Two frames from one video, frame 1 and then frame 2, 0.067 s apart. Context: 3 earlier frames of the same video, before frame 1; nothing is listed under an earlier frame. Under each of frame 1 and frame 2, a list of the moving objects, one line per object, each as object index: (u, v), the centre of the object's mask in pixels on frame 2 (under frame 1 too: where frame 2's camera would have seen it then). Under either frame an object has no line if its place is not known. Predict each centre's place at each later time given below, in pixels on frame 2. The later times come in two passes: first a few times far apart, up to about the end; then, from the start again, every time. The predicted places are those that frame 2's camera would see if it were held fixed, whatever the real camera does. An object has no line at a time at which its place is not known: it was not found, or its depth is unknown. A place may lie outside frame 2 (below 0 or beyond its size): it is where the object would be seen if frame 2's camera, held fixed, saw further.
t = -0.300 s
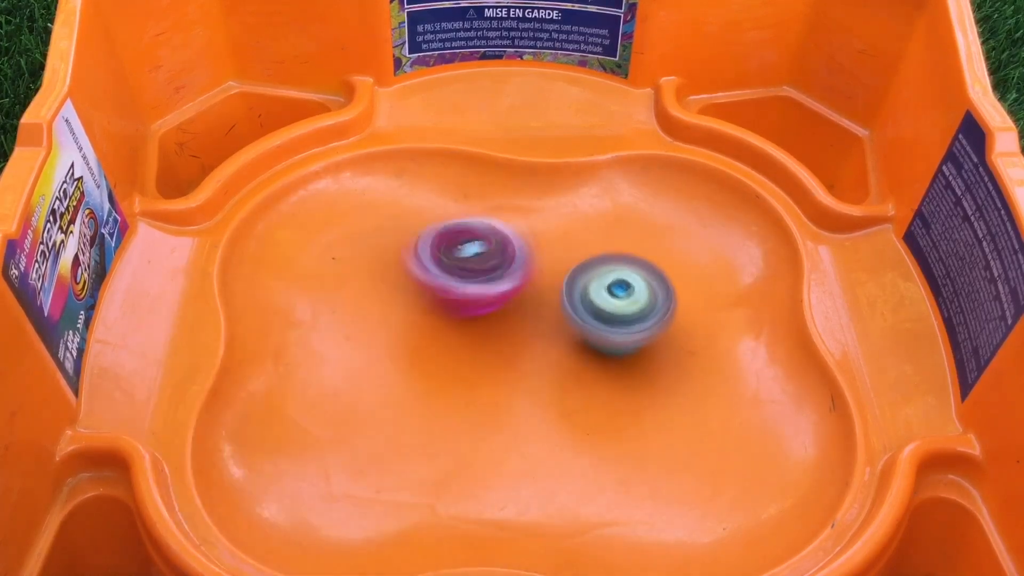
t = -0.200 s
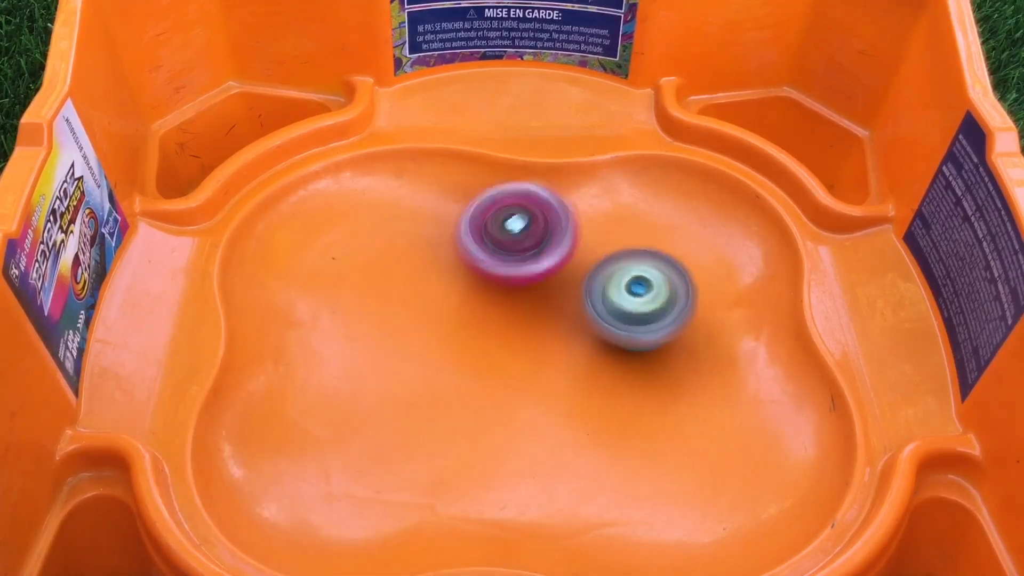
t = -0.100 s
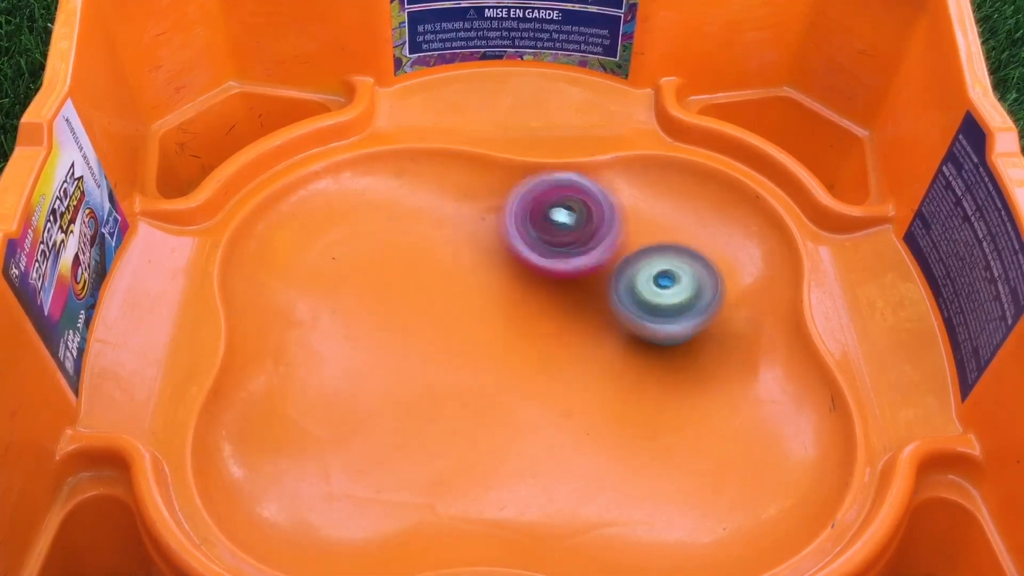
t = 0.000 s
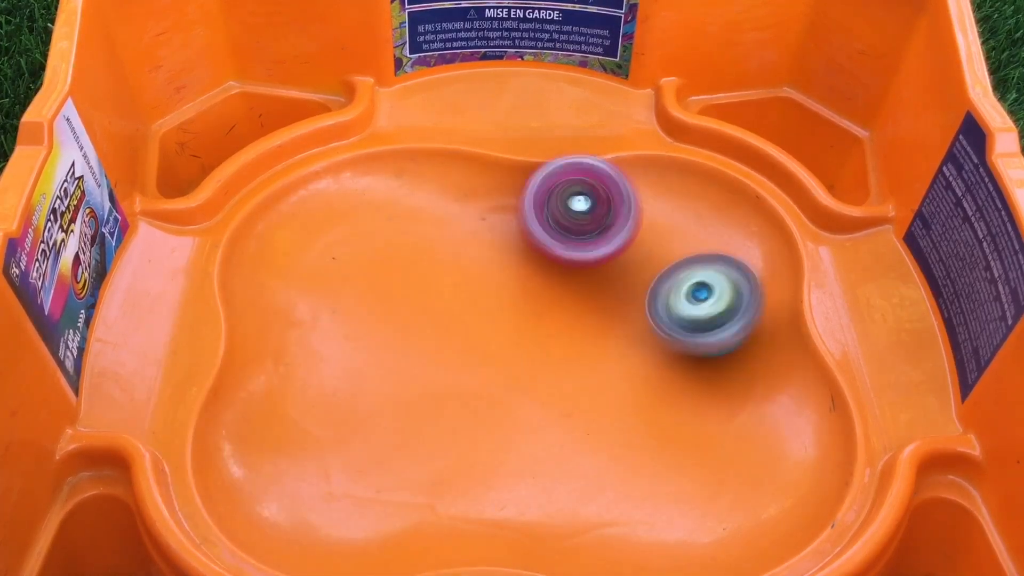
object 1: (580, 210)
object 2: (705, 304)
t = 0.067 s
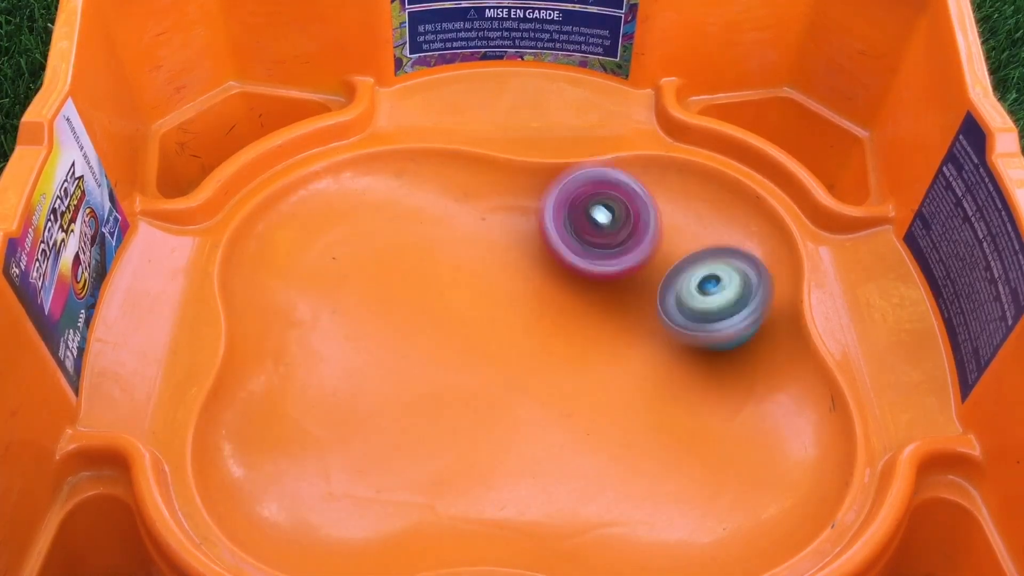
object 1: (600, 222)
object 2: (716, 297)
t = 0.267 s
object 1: (513, 274)
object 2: (701, 323)
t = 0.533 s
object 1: (311, 361)
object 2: (495, 489)
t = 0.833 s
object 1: (357, 340)
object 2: (477, 440)
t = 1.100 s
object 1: (426, 289)
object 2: (491, 383)
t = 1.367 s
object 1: (531, 235)
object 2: (535, 357)
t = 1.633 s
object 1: (643, 258)
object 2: (542, 353)
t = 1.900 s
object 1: (658, 323)
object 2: (512, 377)
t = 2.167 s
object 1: (661, 346)
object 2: (394, 381)
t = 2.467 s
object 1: (512, 363)
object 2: (355, 374)
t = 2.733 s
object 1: (502, 352)
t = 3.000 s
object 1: (550, 330)
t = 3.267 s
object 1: (599, 307)
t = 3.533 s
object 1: (594, 298)
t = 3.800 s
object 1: (553, 270)
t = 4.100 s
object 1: (491, 262)
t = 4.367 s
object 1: (402, 281)
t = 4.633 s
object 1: (362, 328)
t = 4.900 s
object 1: (480, 383)
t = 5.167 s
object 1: (625, 382)
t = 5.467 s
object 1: (680, 355)
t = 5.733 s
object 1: (558, 352)
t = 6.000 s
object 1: (449, 302)
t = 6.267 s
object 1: (397, 256)
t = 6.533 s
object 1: (420, 272)
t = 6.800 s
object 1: (501, 332)
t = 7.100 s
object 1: (548, 382)
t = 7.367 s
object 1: (494, 368)
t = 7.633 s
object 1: (392, 334)
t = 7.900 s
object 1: (337, 303)
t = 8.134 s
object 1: (374, 276)
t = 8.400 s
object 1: (502, 258)
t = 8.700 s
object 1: (635, 276)
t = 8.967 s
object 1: (684, 296)
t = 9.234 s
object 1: (646, 307)
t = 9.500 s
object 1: (567, 353)
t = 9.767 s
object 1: (505, 424)
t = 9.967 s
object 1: (469, 442)
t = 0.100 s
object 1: (606, 233)
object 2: (713, 294)
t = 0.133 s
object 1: (599, 241)
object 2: (718, 297)
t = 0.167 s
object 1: (575, 242)
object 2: (726, 305)
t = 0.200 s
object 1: (554, 250)
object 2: (722, 309)
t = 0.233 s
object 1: (535, 261)
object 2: (715, 313)
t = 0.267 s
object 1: (513, 274)
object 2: (701, 323)
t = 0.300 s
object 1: (488, 290)
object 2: (683, 335)
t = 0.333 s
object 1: (460, 306)
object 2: (657, 351)
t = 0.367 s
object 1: (431, 321)
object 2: (627, 374)
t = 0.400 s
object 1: (401, 333)
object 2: (596, 399)
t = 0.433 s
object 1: (373, 345)
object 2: (566, 426)
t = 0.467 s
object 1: (345, 355)
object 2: (537, 456)
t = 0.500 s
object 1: (324, 359)
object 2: (513, 477)
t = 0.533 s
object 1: (311, 361)
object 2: (495, 489)
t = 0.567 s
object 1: (305, 362)
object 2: (484, 493)
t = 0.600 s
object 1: (308, 361)
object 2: (477, 491)
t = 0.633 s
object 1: (318, 360)
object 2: (474, 485)
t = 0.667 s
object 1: (333, 363)
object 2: (470, 475)
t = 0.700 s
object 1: (352, 370)
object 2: (463, 463)
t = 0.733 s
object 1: (362, 370)
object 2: (462, 455)
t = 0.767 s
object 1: (355, 355)
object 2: (475, 453)
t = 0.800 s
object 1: (353, 345)
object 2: (479, 449)
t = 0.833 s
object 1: (357, 340)
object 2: (477, 440)
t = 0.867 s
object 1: (364, 337)
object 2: (475, 431)
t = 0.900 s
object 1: (375, 334)
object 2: (470, 420)
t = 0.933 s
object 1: (381, 327)
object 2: (469, 414)
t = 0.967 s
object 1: (386, 316)
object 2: (474, 409)
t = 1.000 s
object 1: (394, 307)
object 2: (480, 403)
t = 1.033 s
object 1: (403, 300)
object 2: (482, 397)
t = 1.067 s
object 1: (413, 294)
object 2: (488, 390)
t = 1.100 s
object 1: (426, 289)
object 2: (491, 383)
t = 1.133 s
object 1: (440, 283)
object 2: (493, 376)
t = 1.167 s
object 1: (449, 271)
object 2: (499, 376)
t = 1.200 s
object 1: (459, 261)
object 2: (507, 371)
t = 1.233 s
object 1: (473, 251)
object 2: (511, 369)
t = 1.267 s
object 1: (485, 244)
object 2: (518, 366)
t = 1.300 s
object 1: (499, 239)
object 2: (524, 363)
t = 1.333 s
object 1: (516, 235)
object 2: (528, 359)
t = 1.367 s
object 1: (531, 235)
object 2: (535, 357)
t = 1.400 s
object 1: (548, 236)
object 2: (537, 352)
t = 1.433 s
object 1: (565, 241)
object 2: (539, 347)
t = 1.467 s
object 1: (578, 246)
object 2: (542, 345)
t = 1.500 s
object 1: (592, 251)
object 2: (543, 342)
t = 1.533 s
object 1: (607, 250)
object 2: (543, 345)
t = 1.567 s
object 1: (620, 250)
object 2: (543, 347)
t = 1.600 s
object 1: (633, 253)
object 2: (542, 350)
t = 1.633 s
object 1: (643, 258)
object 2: (542, 353)
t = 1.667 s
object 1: (650, 264)
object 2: (540, 354)
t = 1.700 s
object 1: (657, 272)
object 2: (539, 357)
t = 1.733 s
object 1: (658, 281)
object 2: (537, 360)
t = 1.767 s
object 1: (659, 291)
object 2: (535, 362)
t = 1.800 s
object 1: (658, 302)
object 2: (534, 365)
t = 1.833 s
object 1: (651, 313)
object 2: (534, 368)
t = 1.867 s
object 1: (647, 323)
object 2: (530, 370)
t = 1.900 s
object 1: (658, 323)
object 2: (512, 377)
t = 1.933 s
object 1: (667, 323)
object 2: (496, 382)
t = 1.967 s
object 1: (673, 326)
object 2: (482, 385)
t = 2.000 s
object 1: (677, 328)
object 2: (468, 386)
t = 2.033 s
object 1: (680, 332)
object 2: (451, 387)
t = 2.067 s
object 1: (678, 336)
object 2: (436, 387)
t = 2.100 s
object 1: (676, 339)
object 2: (424, 385)
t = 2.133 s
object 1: (669, 344)
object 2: (407, 384)
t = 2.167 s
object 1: (661, 346)
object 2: (394, 381)
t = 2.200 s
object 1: (650, 351)
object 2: (382, 378)
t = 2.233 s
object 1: (634, 354)
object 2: (369, 376)
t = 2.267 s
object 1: (621, 357)
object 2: (360, 374)
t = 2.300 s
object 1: (603, 359)
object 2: (352, 372)
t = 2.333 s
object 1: (588, 360)
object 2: (345, 371)
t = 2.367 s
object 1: (569, 363)
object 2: (345, 371)
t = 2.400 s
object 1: (554, 362)
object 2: (344, 372)
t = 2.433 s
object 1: (533, 365)
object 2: (348, 373)
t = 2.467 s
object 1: (512, 363)
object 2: (355, 374)
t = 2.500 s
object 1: (494, 364)
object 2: (361, 374)
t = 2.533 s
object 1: (497, 361)
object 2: (354, 374)
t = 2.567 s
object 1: (500, 359)
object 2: (352, 375)
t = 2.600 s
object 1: (500, 358)
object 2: (350, 379)
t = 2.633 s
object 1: (500, 356)
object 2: (355, 382)
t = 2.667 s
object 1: (501, 356)
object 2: (357, 385)
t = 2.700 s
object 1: (500, 354)
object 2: (365, 388)
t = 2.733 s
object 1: (502, 352)
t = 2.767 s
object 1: (503, 349)
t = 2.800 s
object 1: (509, 346)
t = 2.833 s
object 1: (513, 343)
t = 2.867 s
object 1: (520, 340)
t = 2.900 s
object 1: (526, 337)
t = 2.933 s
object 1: (534, 334)
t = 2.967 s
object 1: (543, 331)
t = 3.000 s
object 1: (550, 330)
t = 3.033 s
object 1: (557, 328)
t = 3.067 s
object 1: (562, 326)
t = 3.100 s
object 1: (570, 323)
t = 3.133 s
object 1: (576, 319)
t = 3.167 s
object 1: (584, 315)
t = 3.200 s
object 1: (588, 312)
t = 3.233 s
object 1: (595, 309)
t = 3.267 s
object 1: (599, 307)
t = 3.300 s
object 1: (603, 305)
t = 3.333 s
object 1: (604, 304)
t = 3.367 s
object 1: (604, 302)
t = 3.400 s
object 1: (606, 303)
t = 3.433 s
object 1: (602, 303)
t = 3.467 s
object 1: (602, 303)
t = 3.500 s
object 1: (597, 301)
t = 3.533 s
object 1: (594, 298)
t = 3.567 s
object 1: (588, 295)
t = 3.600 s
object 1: (584, 293)
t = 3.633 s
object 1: (578, 290)
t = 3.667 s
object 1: (573, 288)
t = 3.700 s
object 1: (567, 285)
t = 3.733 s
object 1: (562, 278)
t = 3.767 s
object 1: (557, 274)
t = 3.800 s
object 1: (553, 270)
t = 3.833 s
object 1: (549, 268)
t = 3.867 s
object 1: (546, 266)
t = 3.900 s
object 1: (542, 269)
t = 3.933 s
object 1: (540, 271)
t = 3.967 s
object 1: (535, 276)
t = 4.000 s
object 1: (531, 280)
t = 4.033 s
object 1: (515, 274)
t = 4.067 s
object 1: (503, 265)
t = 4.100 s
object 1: (491, 262)
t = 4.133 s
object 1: (484, 258)
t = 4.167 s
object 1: (472, 258)
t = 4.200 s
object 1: (463, 257)
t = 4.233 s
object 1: (449, 262)
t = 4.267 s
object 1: (439, 264)
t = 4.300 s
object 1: (425, 270)
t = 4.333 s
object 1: (415, 274)
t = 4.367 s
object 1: (402, 281)
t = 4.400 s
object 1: (393, 286)
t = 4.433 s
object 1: (381, 293)
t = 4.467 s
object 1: (375, 298)
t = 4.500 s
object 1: (366, 305)
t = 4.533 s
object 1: (362, 310)
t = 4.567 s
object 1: (358, 316)
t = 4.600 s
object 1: (360, 322)
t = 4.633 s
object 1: (362, 328)
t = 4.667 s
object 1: (371, 335)
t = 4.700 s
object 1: (379, 341)
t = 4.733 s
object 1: (394, 349)
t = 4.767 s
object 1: (407, 357)
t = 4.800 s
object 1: (426, 364)
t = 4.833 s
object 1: (443, 371)
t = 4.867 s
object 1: (464, 378)
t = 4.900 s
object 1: (480, 383)
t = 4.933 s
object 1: (501, 389)
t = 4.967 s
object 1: (518, 392)
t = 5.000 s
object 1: (538, 394)
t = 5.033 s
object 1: (556, 394)
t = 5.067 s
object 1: (574, 393)
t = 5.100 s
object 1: (591, 390)
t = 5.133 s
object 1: (608, 387)
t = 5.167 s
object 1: (625, 382)
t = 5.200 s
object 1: (639, 378)
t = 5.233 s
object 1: (654, 373)
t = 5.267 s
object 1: (663, 370)
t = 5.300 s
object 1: (675, 365)
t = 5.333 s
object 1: (681, 362)
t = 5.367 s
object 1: (687, 358)
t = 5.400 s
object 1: (688, 356)
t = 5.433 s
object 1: (688, 355)
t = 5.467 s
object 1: (680, 355)
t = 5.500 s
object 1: (674, 356)
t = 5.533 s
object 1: (662, 353)
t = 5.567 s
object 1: (648, 356)
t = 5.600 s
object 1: (634, 353)
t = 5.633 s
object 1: (614, 354)
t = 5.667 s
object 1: (596, 352)
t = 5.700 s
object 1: (575, 352)
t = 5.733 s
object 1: (558, 352)
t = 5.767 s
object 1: (538, 345)
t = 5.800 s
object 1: (522, 342)
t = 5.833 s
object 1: (510, 331)
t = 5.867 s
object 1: (497, 324)
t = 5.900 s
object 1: (486, 318)
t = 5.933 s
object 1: (474, 311)
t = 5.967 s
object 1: (461, 307)
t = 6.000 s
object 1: (449, 302)
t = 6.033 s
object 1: (437, 298)
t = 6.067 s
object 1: (426, 293)
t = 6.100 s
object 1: (418, 284)
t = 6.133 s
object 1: (410, 276)
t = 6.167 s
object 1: (405, 270)
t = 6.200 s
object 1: (402, 263)
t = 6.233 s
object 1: (397, 259)
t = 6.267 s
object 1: (397, 256)
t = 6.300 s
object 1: (396, 253)
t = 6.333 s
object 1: (397, 253)
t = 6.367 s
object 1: (398, 253)
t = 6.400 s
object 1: (397, 254)
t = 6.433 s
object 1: (404, 257)
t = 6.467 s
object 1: (406, 260)
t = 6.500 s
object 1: (413, 267)
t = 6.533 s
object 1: (420, 272)
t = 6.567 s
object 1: (425, 279)
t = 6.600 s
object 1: (436, 286)
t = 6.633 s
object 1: (443, 293)
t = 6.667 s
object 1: (455, 301)
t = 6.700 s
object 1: (466, 309)
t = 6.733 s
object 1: (478, 317)
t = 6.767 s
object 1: (490, 324)
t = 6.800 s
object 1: (501, 332)
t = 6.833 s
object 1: (518, 340)
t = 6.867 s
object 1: (531, 346)
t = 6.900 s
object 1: (545, 353)
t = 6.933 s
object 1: (545, 359)
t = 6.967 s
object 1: (544, 365)
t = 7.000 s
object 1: (548, 372)
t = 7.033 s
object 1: (549, 376)
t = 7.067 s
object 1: (545, 378)
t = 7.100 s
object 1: (548, 382)
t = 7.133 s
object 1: (551, 384)
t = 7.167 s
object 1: (548, 384)
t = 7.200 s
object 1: (551, 385)
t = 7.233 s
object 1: (542, 384)
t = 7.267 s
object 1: (530, 382)
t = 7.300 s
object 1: (521, 380)
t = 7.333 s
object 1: (508, 373)
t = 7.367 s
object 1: (494, 368)
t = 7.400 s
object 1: (479, 370)
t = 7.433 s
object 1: (471, 366)
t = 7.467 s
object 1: (462, 360)
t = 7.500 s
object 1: (444, 356)
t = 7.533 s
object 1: (429, 352)
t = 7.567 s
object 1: (417, 347)
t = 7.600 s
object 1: (404, 340)
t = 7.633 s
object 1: (392, 334)
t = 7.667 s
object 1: (381, 331)
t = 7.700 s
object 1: (373, 327)
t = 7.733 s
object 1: (368, 325)
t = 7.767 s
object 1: (363, 320)
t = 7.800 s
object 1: (359, 317)
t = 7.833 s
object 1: (344, 314)
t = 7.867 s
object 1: (339, 310)
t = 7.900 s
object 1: (337, 303)
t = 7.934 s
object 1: (335, 296)
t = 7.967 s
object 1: (336, 292)
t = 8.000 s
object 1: (337, 287)
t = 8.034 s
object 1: (346, 285)
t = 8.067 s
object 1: (352, 281)
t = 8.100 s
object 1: (363, 279)
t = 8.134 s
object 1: (374, 276)
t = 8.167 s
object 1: (389, 273)
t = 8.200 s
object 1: (404, 270)
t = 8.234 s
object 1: (420, 267)
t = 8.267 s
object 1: (437, 265)
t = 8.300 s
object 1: (451, 262)
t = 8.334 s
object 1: (470, 260)
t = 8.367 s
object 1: (485, 259)
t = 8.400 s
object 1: (502, 258)
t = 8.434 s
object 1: (518, 258)
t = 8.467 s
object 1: (534, 258)
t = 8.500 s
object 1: (551, 260)
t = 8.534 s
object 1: (566, 261)
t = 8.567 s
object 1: (583, 264)
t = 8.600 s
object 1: (596, 266)
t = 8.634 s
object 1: (612, 270)
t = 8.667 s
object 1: (622, 273)
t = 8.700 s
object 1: (635, 276)
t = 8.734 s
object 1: (646, 279)
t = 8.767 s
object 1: (655, 282)
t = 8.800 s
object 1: (662, 285)
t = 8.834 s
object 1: (666, 288)
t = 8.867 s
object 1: (673, 292)
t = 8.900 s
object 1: (676, 293)
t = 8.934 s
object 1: (680, 295)
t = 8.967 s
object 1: (684, 296)
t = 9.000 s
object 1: (686, 297)
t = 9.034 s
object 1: (683, 297)
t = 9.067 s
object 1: (676, 301)
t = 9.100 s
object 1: (673, 304)
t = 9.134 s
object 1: (667, 306)
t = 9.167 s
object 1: (656, 305)
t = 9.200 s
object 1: (649, 306)
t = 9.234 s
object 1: (646, 307)
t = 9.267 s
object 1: (635, 309)
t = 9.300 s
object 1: (628, 316)
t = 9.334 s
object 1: (620, 323)
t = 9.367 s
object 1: (615, 331)
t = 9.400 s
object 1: (607, 334)
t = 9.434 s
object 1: (597, 338)
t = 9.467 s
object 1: (582, 342)
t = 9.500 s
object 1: (567, 353)
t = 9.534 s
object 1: (559, 367)
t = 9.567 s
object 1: (553, 377)
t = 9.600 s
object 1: (546, 383)
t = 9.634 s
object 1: (532, 387)
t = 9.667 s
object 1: (522, 395)
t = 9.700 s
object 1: (513, 405)
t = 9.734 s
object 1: (508, 417)
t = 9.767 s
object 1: (505, 424)
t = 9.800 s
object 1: (500, 430)
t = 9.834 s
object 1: (495, 434)
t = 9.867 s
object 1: (485, 437)
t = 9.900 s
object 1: (479, 439)
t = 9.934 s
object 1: (473, 440)
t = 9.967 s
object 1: (469, 442)
